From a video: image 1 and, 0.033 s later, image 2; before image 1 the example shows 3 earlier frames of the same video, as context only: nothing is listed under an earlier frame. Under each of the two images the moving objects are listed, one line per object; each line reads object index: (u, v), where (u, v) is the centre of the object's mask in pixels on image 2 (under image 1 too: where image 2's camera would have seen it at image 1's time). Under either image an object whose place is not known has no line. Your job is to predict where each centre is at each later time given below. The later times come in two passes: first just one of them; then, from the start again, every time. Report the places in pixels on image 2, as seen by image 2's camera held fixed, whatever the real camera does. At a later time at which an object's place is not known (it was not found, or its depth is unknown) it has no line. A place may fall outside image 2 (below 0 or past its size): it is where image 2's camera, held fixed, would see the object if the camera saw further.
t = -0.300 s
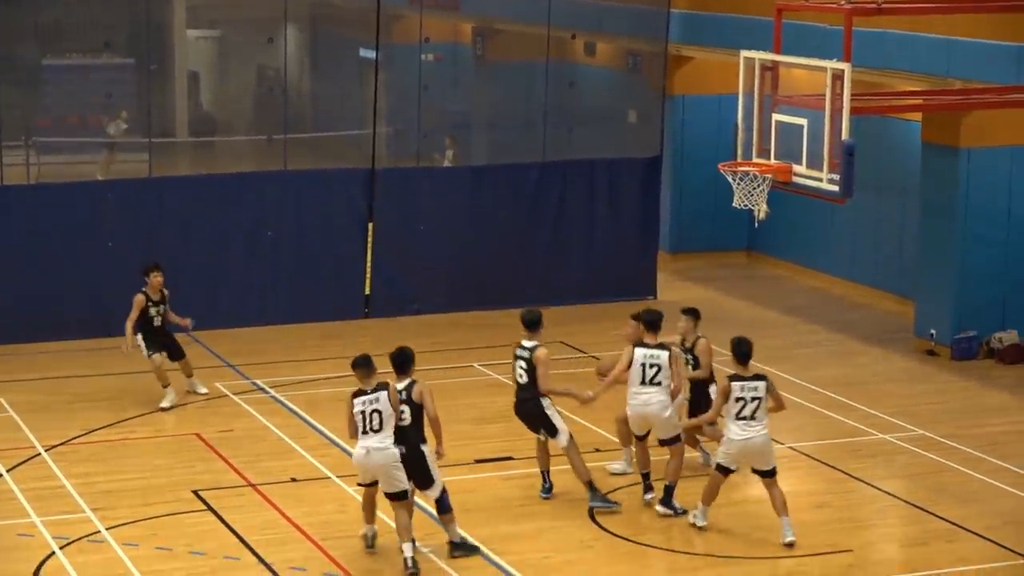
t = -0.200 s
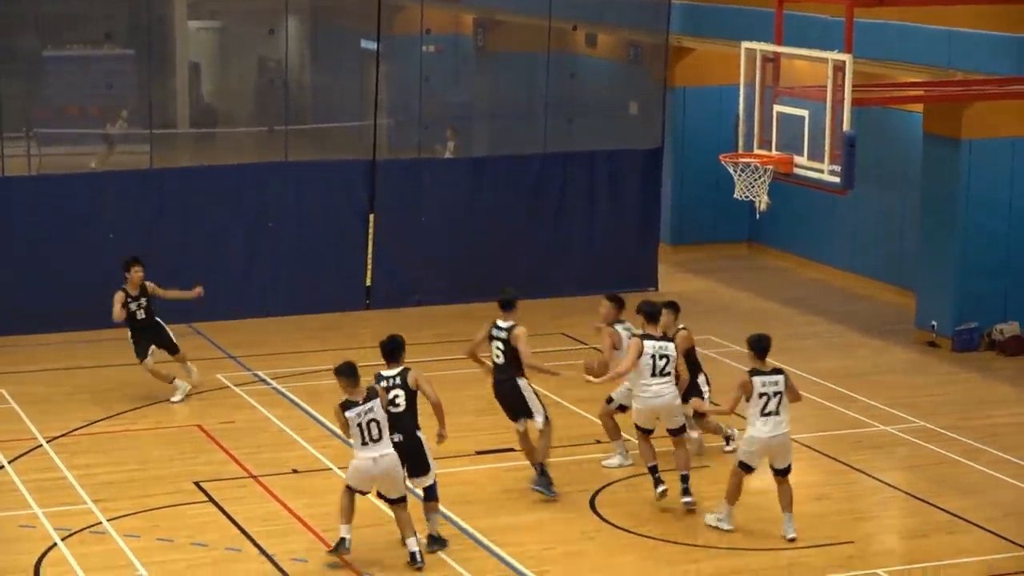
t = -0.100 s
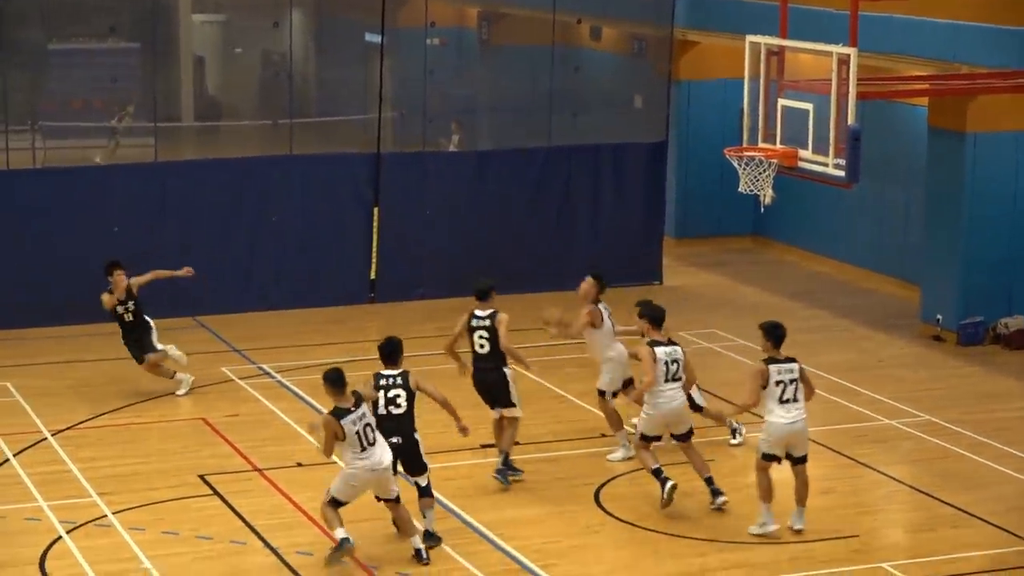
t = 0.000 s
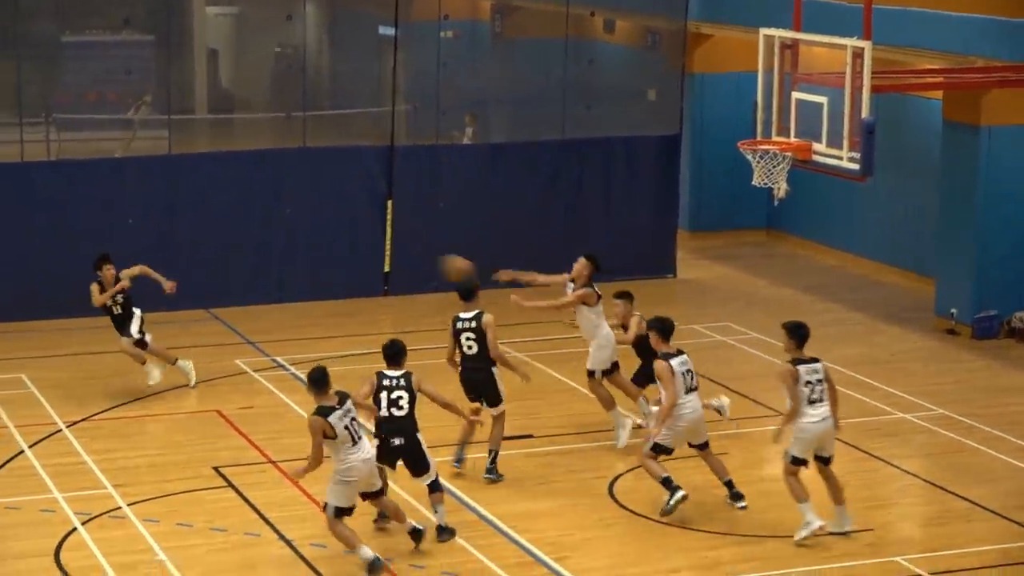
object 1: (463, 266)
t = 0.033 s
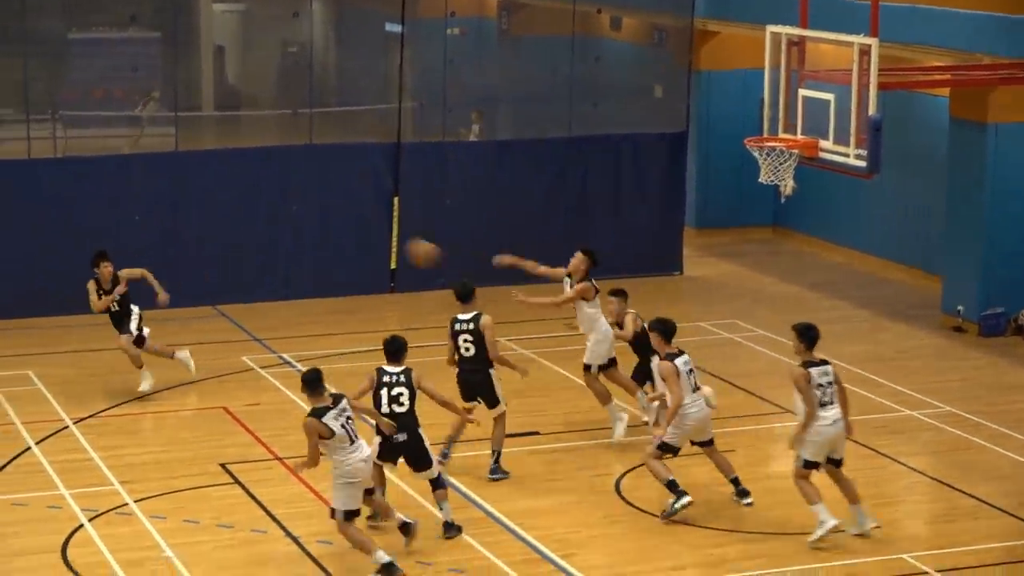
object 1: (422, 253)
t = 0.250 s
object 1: (152, 191)
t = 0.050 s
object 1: (401, 246)
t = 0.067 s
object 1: (378, 241)
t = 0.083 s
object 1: (359, 235)
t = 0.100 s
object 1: (339, 230)
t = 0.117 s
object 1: (318, 224)
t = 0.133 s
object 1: (298, 219)
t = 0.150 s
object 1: (276, 214)
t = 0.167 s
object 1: (255, 210)
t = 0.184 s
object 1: (235, 205)
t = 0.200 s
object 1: (214, 201)
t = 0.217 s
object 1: (193, 198)
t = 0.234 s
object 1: (173, 194)
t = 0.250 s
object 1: (152, 191)
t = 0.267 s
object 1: (132, 188)
